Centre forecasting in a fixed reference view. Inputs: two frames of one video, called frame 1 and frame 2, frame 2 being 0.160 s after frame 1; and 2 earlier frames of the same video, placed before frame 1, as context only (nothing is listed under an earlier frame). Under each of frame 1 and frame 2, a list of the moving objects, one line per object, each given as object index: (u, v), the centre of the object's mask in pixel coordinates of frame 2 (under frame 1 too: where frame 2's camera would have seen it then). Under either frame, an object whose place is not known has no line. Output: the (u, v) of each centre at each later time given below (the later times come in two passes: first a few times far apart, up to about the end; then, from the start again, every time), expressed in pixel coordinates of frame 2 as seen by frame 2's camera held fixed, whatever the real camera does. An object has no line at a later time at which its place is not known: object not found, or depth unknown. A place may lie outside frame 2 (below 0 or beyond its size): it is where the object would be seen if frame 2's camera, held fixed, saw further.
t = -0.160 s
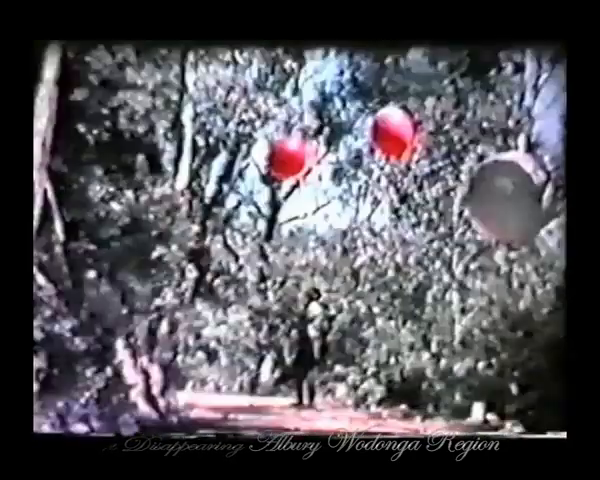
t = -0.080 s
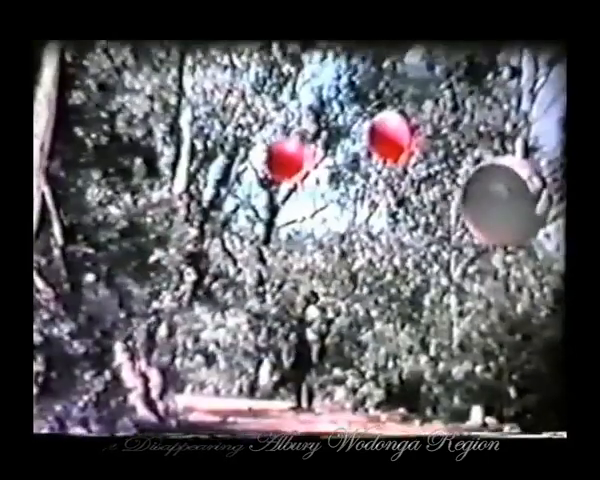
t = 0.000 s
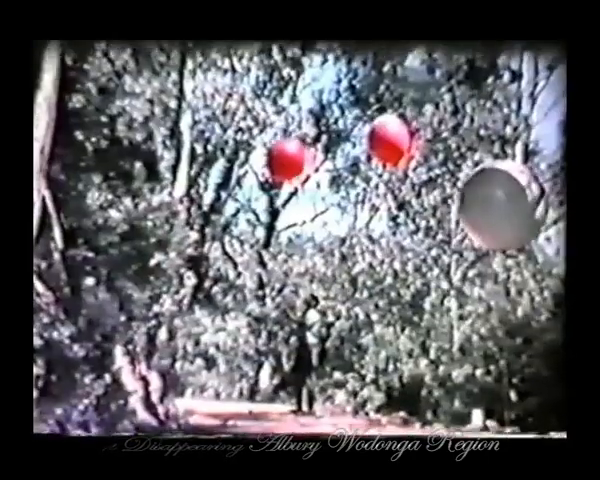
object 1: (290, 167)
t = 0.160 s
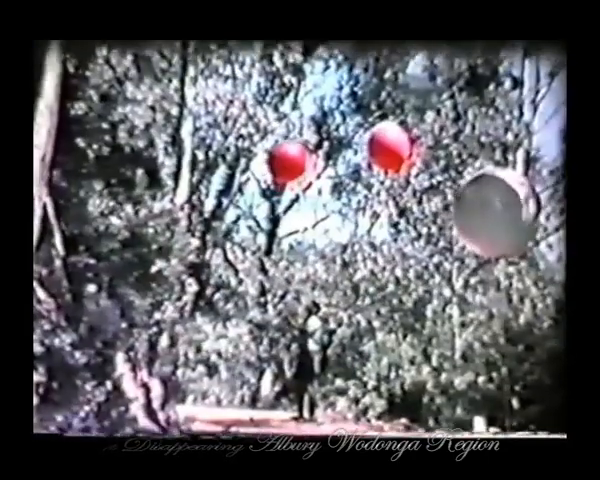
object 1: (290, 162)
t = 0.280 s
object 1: (289, 159)
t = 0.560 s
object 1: (286, 149)
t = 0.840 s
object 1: (284, 127)
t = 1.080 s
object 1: (282, 113)
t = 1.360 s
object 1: (278, 105)
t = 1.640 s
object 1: (276, 100)
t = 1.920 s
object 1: (274, 95)
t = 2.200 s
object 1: (272, 85)
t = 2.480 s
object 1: (273, 76)
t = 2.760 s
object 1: (276, 58)
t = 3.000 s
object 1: (277, 42)
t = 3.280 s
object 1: (281, 23)
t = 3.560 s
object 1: (285, 6)
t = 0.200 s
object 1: (289, 161)
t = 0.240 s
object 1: (289, 160)
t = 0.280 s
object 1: (289, 159)
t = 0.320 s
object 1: (288, 158)
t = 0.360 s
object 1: (288, 156)
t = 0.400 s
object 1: (288, 155)
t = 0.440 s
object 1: (288, 154)
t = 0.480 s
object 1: (287, 152)
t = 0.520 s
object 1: (286, 151)
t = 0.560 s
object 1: (286, 149)
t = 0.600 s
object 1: (286, 146)
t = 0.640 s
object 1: (285, 142)
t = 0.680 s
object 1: (284, 139)
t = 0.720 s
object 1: (284, 137)
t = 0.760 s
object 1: (285, 133)
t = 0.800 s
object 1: (284, 130)
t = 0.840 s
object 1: (284, 127)
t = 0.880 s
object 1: (284, 124)
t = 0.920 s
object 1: (284, 122)
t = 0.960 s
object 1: (284, 119)
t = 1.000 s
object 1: (283, 116)
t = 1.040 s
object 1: (282, 114)
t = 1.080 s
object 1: (282, 113)
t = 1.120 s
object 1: (282, 112)
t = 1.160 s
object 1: (281, 111)
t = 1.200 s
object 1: (280, 109)
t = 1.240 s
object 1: (279, 107)
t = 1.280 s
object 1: (279, 107)
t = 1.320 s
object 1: (278, 106)
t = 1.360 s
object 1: (278, 105)
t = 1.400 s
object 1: (277, 104)
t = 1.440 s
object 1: (277, 104)
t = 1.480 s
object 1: (276, 103)
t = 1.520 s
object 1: (276, 102)
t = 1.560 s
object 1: (276, 102)
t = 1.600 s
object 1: (275, 100)
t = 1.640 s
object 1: (276, 100)
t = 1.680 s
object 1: (275, 99)
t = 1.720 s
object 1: (275, 99)
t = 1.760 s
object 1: (275, 98)
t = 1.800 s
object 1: (275, 97)
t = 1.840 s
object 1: (274, 97)
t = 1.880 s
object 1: (274, 96)
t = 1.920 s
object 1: (274, 95)
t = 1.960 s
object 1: (274, 94)
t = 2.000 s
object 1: (274, 93)
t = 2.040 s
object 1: (272, 89)
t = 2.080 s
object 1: (272, 88)
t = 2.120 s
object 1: (272, 87)
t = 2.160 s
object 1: (272, 87)
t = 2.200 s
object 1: (272, 85)
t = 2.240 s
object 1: (272, 85)
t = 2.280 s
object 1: (272, 83)
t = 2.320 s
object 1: (272, 83)
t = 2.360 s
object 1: (272, 81)
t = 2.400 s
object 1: (272, 79)
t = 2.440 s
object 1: (272, 78)
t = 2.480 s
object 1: (273, 76)
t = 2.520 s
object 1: (273, 73)
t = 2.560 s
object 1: (274, 72)
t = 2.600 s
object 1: (274, 70)
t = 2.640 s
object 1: (275, 67)
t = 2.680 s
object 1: (274, 65)
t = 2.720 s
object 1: (274, 60)
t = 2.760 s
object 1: (276, 58)
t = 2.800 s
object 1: (277, 57)
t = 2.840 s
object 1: (277, 55)
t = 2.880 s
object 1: (278, 53)
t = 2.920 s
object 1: (278, 51)
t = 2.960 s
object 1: (277, 46)
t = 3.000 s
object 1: (277, 42)
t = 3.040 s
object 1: (279, 42)
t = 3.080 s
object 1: (278, 37)
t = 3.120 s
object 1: (278, 33)
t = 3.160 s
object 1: (279, 31)
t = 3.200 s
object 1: (279, 28)
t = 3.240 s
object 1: (280, 25)
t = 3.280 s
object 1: (281, 23)
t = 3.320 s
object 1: (281, 21)
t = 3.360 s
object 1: (281, 17)
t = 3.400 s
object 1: (282, 16)
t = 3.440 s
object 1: (283, 13)
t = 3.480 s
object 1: (283, 10)
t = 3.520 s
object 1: (284, 8)
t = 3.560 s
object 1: (285, 6)
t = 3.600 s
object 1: (286, 4)
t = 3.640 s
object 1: (286, 1)
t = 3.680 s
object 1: (287, 1)
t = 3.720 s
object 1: (288, -1)
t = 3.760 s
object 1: (289, -4)
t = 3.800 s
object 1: (290, -4)
